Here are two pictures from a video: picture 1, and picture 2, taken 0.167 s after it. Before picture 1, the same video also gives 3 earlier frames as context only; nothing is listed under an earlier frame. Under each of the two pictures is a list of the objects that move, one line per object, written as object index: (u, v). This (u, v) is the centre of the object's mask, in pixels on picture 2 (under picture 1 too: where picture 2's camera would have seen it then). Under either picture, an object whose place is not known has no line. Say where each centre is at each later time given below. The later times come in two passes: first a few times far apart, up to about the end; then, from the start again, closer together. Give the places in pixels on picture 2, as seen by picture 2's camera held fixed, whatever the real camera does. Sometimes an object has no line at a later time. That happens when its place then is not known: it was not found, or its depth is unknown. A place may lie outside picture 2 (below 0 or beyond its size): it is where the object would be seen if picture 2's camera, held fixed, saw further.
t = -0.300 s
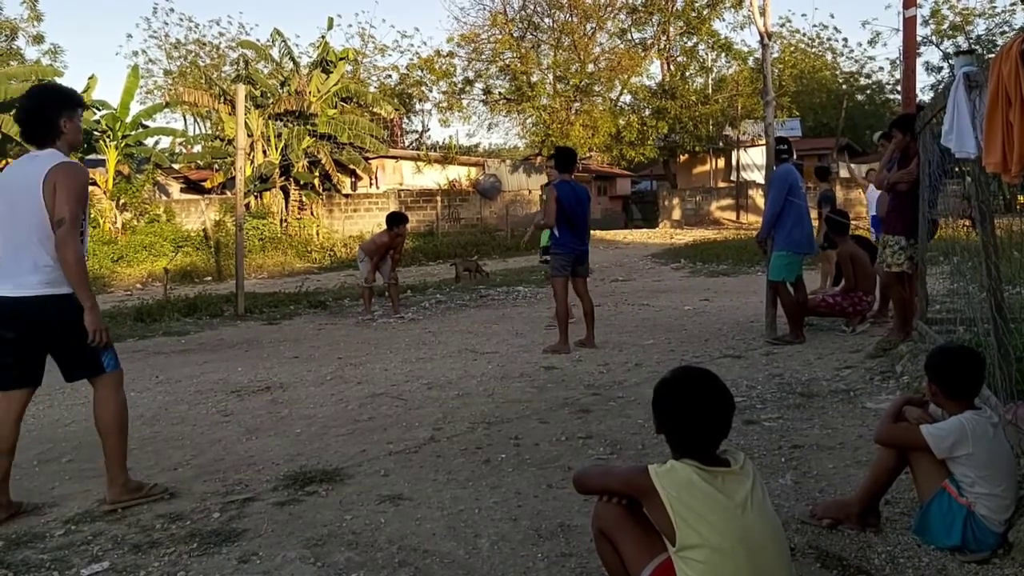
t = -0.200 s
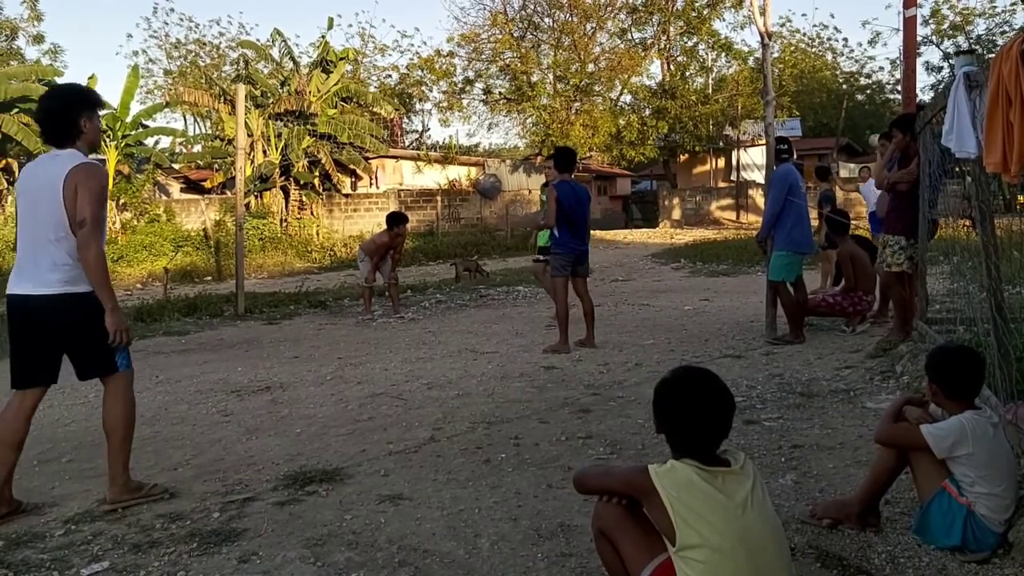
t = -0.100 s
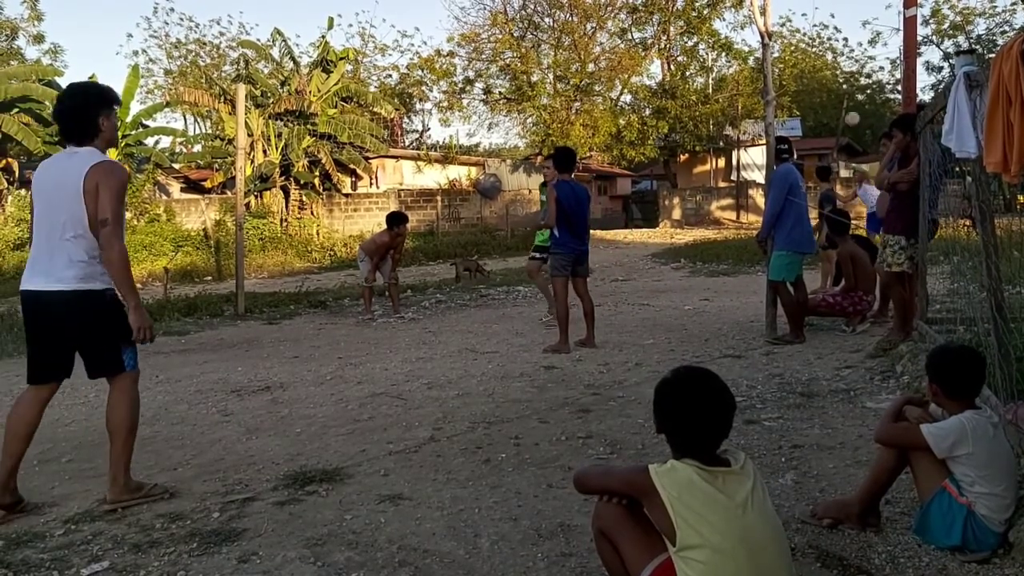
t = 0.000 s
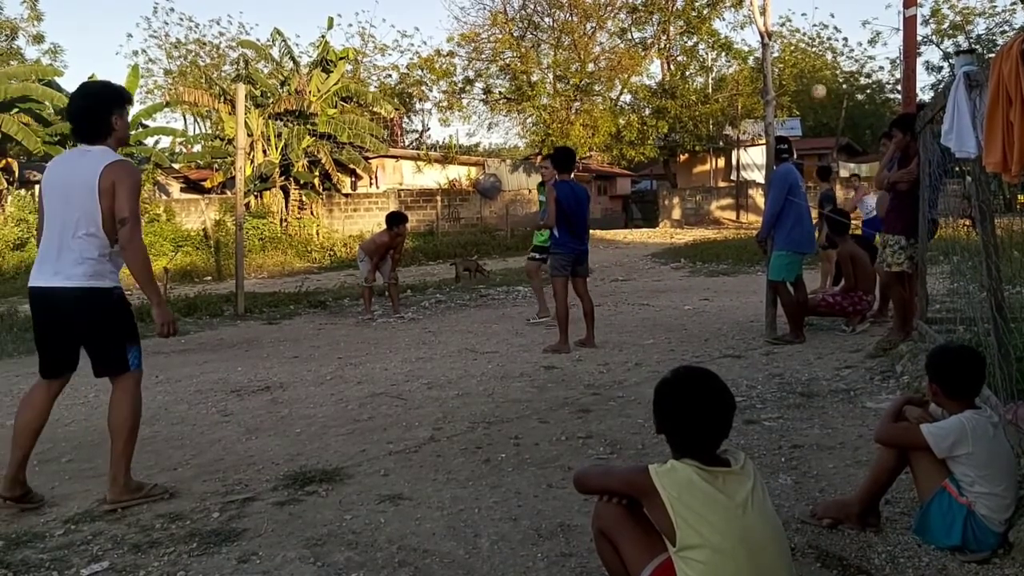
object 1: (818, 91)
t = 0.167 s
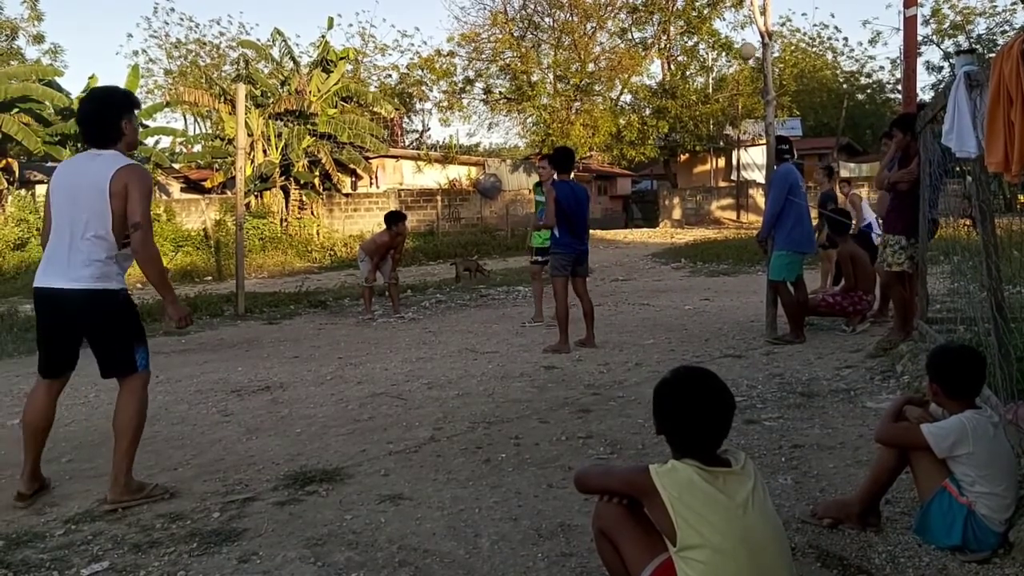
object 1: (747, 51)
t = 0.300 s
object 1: (671, 25)
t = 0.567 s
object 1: (445, 6)
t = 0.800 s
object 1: (111, 75)
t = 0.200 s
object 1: (730, 44)
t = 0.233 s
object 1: (710, 37)
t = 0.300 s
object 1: (671, 25)
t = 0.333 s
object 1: (648, 19)
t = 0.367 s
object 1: (626, 14)
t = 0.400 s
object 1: (601, 10)
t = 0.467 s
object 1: (546, 7)
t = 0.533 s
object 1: (482, 6)
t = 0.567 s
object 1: (445, 6)
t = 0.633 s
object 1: (368, 9)
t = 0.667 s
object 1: (325, 16)
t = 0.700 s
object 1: (278, 26)
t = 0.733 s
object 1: (228, 39)
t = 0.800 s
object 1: (111, 75)
